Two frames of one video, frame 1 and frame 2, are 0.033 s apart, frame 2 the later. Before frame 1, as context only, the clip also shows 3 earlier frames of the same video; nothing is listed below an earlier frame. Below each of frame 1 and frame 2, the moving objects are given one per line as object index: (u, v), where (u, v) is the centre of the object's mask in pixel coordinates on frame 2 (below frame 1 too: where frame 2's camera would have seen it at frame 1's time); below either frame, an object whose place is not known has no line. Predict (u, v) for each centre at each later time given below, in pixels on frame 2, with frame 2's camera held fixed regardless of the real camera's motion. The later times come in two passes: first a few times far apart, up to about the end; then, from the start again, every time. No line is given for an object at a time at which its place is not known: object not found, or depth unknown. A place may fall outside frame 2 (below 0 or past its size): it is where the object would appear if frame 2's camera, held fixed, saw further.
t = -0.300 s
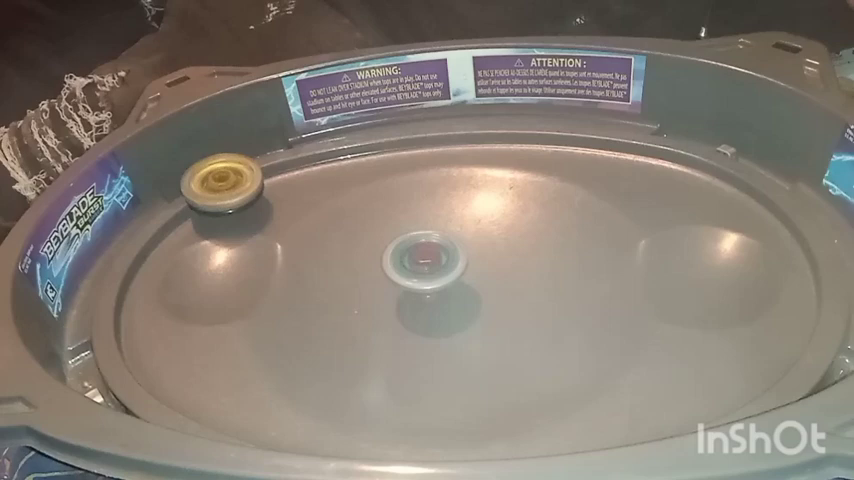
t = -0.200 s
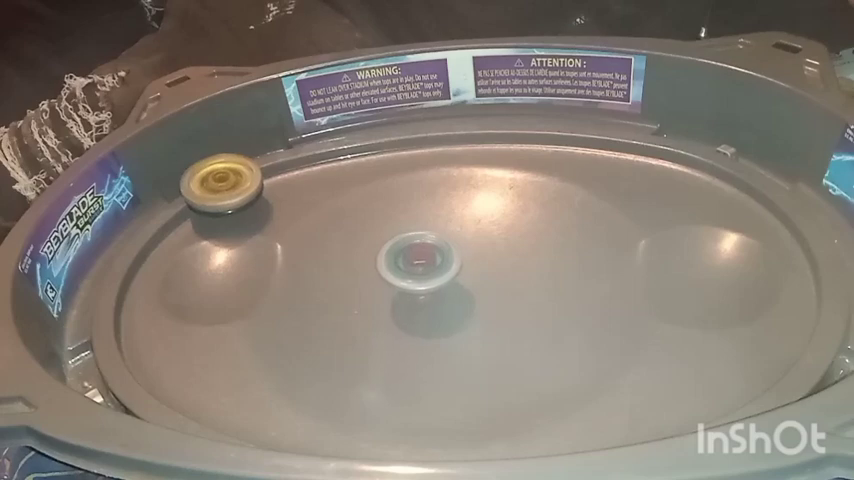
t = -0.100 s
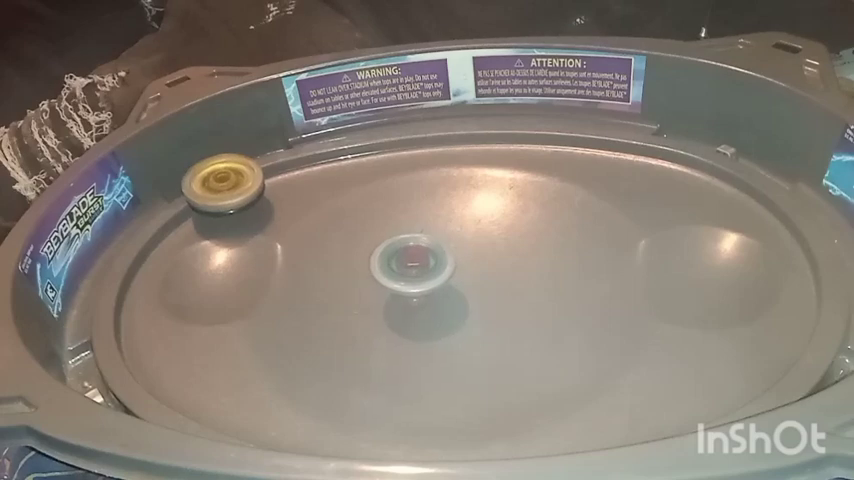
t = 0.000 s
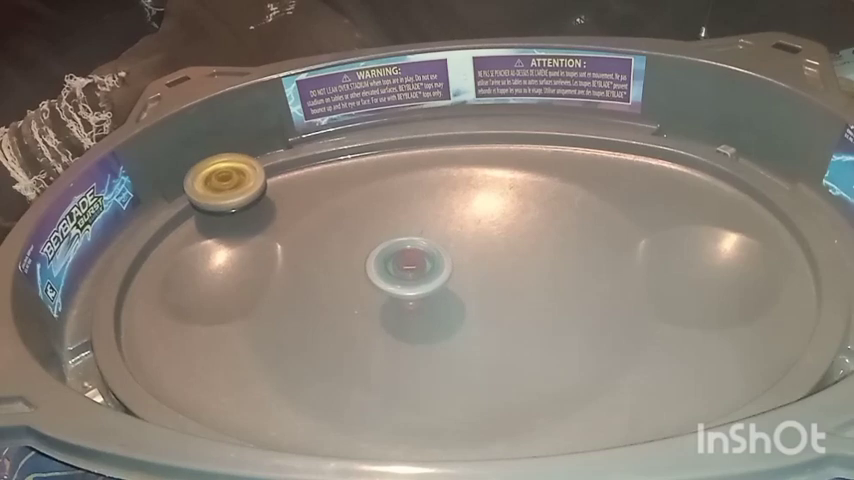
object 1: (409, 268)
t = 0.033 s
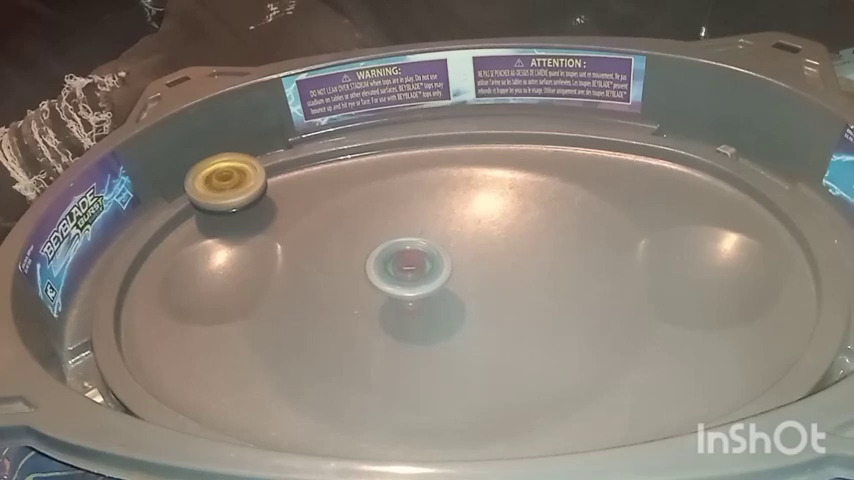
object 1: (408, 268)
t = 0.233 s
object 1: (408, 265)
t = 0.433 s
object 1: (397, 255)
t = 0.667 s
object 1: (385, 253)
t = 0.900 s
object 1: (398, 252)
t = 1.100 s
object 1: (407, 245)
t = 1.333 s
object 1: (410, 246)
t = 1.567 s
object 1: (421, 252)
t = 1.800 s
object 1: (425, 255)
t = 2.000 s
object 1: (421, 260)
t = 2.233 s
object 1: (413, 265)
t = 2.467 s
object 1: (408, 265)
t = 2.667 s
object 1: (401, 258)
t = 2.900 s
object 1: (391, 254)
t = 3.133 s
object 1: (396, 252)
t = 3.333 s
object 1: (404, 247)
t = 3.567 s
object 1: (410, 246)
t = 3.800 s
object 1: (415, 250)
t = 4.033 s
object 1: (420, 258)
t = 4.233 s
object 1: (423, 260)
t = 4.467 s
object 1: (412, 261)
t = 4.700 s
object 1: (404, 264)
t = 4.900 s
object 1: (404, 258)
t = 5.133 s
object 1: (394, 250)
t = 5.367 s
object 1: (396, 253)
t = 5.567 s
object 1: (409, 249)
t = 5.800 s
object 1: (411, 246)
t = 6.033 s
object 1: (416, 254)
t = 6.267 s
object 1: (423, 259)
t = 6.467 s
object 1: (416, 258)
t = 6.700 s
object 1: (406, 264)
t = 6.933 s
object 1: (408, 261)
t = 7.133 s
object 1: (398, 252)
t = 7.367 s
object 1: (393, 253)
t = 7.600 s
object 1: (407, 251)
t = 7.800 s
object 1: (409, 246)
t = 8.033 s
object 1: (413, 253)
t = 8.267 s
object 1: (421, 258)
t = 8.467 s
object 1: (419, 258)
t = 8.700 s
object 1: (408, 262)
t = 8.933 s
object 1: (408, 262)
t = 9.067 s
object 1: (405, 257)
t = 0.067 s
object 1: (408, 269)
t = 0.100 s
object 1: (409, 269)
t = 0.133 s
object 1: (409, 268)
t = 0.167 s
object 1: (409, 267)
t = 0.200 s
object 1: (408, 266)
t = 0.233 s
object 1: (408, 265)
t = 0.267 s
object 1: (407, 263)
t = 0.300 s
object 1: (405, 261)
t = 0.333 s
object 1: (403, 259)
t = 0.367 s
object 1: (401, 258)
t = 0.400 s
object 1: (400, 256)
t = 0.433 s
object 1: (397, 255)
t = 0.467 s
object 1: (395, 254)
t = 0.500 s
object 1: (393, 253)
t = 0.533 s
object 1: (390, 253)
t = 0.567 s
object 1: (389, 252)
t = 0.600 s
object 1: (387, 252)
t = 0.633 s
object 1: (386, 252)
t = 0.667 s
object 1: (385, 253)
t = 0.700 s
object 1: (386, 253)
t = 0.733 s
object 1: (386, 253)
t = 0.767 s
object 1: (388, 253)
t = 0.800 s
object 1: (390, 254)
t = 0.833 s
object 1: (393, 253)
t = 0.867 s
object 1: (395, 253)
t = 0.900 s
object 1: (398, 252)
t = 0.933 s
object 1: (400, 252)
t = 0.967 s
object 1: (402, 250)
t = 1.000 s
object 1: (404, 249)
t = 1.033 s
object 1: (406, 247)
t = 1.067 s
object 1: (407, 246)
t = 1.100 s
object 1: (407, 245)
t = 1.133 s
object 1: (408, 244)
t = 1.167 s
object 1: (408, 243)
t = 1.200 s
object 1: (408, 243)
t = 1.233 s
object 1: (408, 244)
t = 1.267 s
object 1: (408, 244)
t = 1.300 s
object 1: (409, 245)
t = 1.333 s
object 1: (410, 246)
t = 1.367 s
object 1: (411, 247)
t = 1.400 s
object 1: (412, 248)
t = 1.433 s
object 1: (414, 249)
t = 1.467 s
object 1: (416, 250)
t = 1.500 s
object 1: (418, 251)
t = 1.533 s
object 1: (420, 251)
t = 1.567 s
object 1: (421, 252)
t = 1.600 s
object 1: (423, 252)
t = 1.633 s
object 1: (424, 253)
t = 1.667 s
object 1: (425, 254)
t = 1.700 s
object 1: (426, 254)
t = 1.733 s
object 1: (426, 254)
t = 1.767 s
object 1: (426, 255)
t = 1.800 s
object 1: (425, 255)
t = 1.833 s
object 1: (425, 256)
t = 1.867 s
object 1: (424, 257)
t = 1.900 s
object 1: (424, 258)
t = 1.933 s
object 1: (422, 260)
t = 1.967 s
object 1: (422, 260)
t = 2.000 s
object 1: (421, 260)
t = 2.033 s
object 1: (420, 261)
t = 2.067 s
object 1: (419, 262)
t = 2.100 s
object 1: (417, 263)
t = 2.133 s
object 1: (416, 263)
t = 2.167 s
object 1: (415, 264)
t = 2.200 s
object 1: (414, 265)
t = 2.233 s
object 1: (413, 265)
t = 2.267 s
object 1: (413, 266)
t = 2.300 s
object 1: (412, 266)
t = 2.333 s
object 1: (411, 266)
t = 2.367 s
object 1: (410, 266)
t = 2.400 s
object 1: (410, 266)
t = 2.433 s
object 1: (409, 265)
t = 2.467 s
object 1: (408, 265)
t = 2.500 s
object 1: (407, 264)
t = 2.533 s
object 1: (406, 263)
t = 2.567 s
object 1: (405, 262)
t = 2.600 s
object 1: (404, 261)
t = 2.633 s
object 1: (402, 260)
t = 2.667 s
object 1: (401, 258)
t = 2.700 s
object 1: (399, 257)
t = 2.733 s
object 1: (398, 256)
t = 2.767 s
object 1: (396, 255)
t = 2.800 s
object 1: (394, 255)
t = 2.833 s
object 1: (393, 254)
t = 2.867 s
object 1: (392, 254)
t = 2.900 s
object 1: (391, 254)
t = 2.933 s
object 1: (390, 253)
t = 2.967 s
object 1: (390, 253)
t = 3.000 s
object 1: (390, 253)
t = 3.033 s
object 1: (392, 253)
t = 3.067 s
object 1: (393, 253)
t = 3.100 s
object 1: (394, 253)
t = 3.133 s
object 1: (396, 252)
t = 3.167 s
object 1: (398, 252)
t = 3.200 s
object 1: (399, 251)
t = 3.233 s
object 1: (400, 250)
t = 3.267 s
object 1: (402, 249)
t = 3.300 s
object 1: (404, 248)
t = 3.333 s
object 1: (404, 247)
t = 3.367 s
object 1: (406, 247)
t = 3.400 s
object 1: (406, 246)
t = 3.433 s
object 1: (407, 246)
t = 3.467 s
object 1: (407, 246)
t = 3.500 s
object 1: (408, 246)
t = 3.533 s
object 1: (409, 246)
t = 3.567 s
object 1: (410, 246)
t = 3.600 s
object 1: (411, 247)
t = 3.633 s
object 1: (412, 248)
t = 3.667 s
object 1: (414, 248)
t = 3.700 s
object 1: (414, 248)
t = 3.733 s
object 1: (414, 248)
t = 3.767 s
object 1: (414, 249)
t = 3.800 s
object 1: (415, 250)
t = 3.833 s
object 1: (415, 251)
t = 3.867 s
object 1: (416, 252)
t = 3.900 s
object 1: (416, 253)
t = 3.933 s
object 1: (417, 254)
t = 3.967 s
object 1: (418, 255)
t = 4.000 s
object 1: (419, 257)
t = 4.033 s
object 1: (420, 258)
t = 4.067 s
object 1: (421, 259)
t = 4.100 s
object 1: (421, 259)
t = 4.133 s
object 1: (422, 260)
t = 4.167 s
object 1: (422, 260)
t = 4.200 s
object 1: (423, 260)
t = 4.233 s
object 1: (423, 260)
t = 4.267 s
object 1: (422, 260)
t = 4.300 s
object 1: (422, 260)
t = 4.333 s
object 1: (420, 260)
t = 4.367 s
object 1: (418, 260)
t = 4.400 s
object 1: (416, 261)
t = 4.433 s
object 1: (414, 260)
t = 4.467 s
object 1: (412, 261)
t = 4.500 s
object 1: (410, 261)
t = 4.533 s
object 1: (408, 262)
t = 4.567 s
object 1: (407, 262)
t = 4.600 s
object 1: (406, 263)
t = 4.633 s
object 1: (405, 263)
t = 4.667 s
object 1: (404, 264)
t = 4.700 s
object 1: (404, 264)
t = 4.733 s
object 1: (405, 264)
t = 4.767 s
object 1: (405, 264)
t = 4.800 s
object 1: (405, 262)
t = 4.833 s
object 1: (405, 261)
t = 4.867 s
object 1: (405, 260)
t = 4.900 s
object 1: (404, 258)
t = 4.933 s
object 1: (403, 257)
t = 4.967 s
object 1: (402, 255)
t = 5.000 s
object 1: (400, 254)
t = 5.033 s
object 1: (399, 252)
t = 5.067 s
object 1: (397, 252)
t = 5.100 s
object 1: (396, 251)
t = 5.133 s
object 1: (394, 250)
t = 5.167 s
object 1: (393, 250)
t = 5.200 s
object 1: (391, 250)
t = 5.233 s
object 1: (391, 251)
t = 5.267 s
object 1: (391, 251)
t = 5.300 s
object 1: (392, 252)
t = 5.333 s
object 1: (394, 252)
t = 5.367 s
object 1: (396, 253)
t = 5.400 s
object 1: (398, 253)
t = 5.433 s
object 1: (400, 253)
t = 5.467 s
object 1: (403, 252)
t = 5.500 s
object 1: (405, 251)
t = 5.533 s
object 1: (407, 251)
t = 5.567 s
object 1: (409, 249)
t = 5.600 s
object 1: (411, 248)
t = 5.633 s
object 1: (412, 247)
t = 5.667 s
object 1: (412, 246)
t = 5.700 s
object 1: (412, 245)
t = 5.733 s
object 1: (412, 245)
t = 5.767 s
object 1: (412, 245)
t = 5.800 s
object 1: (411, 246)
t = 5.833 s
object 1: (411, 247)
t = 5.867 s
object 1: (412, 248)
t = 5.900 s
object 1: (412, 249)
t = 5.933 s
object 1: (413, 250)
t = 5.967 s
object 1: (413, 252)
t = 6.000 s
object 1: (414, 253)
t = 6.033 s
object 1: (416, 254)
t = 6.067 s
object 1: (417, 255)
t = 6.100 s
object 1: (418, 256)
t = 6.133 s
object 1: (420, 257)
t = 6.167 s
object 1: (421, 258)
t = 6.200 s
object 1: (422, 259)
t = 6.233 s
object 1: (423, 259)
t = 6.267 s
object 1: (423, 259)
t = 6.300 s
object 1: (424, 259)
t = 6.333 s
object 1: (423, 259)
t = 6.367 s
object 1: (423, 258)
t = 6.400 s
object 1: (421, 258)
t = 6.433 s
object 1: (419, 258)
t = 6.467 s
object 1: (416, 258)
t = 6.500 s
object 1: (414, 259)
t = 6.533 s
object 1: (413, 259)
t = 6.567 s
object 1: (410, 260)
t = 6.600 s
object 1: (408, 261)
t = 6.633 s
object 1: (407, 262)
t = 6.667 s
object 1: (406, 263)
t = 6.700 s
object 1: (406, 264)
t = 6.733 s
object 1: (406, 265)
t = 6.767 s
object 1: (406, 265)
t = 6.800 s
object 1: (407, 265)
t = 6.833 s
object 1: (408, 265)
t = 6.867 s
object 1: (408, 264)
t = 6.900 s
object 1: (408, 262)
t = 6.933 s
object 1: (408, 261)
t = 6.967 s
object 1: (407, 259)
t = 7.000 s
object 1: (405, 257)
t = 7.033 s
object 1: (404, 256)
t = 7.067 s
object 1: (402, 254)
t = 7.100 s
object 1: (400, 253)
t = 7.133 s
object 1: (398, 252)
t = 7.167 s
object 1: (397, 252)
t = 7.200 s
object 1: (394, 252)
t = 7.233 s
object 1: (393, 252)
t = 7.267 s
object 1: (392, 252)
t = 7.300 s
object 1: (392, 252)
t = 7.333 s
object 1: (392, 253)
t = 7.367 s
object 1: (393, 253)
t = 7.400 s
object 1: (395, 254)
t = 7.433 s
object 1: (397, 254)
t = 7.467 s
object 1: (399, 254)
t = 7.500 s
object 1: (401, 254)
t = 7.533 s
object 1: (403, 253)
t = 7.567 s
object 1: (405, 252)
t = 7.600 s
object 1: (407, 251)
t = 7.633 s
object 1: (409, 249)
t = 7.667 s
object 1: (409, 248)
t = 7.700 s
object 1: (410, 247)
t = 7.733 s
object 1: (410, 246)
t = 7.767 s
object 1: (410, 246)
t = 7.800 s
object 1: (409, 246)
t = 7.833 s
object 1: (409, 246)
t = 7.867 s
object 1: (409, 247)
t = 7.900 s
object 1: (409, 248)
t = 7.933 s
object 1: (410, 249)
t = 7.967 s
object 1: (410, 250)
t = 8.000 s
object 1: (411, 251)
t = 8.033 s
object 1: (413, 253)
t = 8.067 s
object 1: (414, 254)
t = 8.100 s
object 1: (415, 254)
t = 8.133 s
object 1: (416, 255)
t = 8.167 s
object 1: (417, 256)
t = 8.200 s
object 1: (419, 257)
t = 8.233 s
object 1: (420, 257)
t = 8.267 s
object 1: (421, 258)
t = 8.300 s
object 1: (422, 258)
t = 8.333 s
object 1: (422, 258)
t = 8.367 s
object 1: (422, 258)
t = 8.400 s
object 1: (421, 258)
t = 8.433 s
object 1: (420, 258)
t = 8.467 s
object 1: (419, 258)
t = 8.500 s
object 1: (418, 258)
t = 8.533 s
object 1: (415, 258)
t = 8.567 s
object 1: (414, 259)
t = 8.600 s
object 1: (412, 259)
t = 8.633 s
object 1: (411, 260)
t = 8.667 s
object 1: (409, 261)
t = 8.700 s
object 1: (408, 262)
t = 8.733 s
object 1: (408, 263)
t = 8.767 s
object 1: (408, 263)
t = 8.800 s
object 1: (408, 264)
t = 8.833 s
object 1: (408, 264)
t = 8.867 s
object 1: (408, 264)
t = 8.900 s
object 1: (409, 263)
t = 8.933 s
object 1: (408, 262)
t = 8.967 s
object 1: (408, 261)
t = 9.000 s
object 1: (407, 259)
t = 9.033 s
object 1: (406, 258)
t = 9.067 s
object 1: (405, 257)
